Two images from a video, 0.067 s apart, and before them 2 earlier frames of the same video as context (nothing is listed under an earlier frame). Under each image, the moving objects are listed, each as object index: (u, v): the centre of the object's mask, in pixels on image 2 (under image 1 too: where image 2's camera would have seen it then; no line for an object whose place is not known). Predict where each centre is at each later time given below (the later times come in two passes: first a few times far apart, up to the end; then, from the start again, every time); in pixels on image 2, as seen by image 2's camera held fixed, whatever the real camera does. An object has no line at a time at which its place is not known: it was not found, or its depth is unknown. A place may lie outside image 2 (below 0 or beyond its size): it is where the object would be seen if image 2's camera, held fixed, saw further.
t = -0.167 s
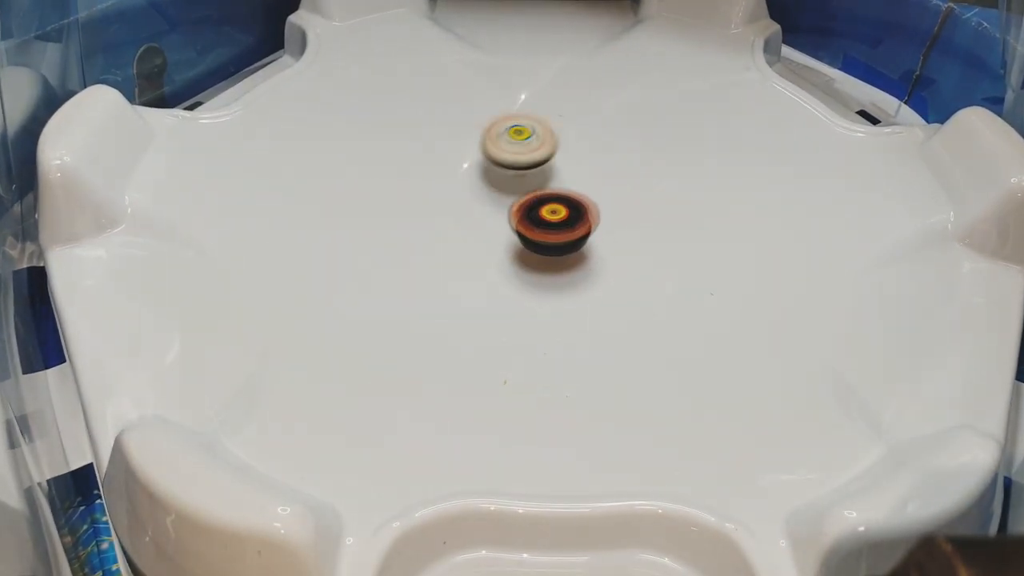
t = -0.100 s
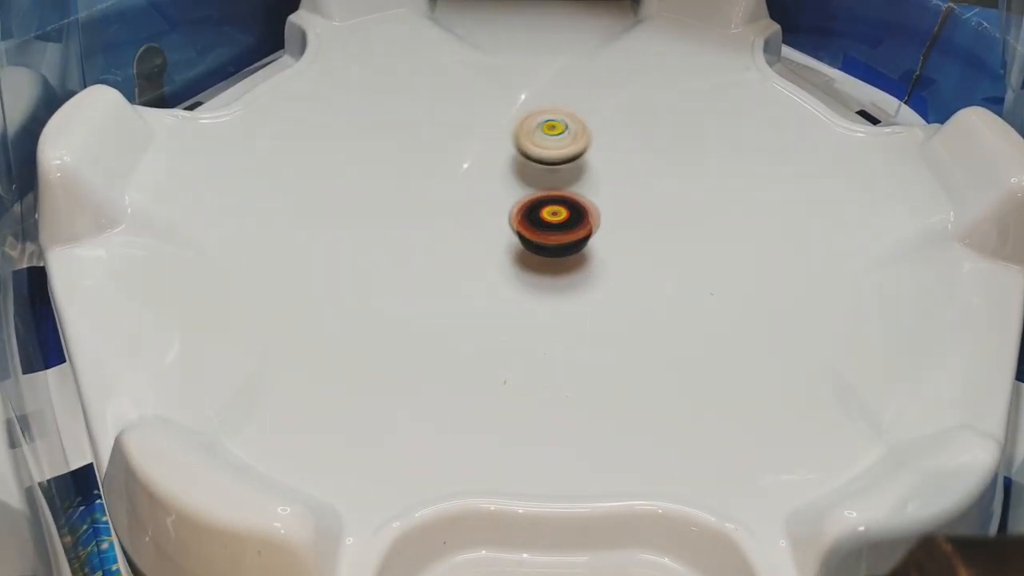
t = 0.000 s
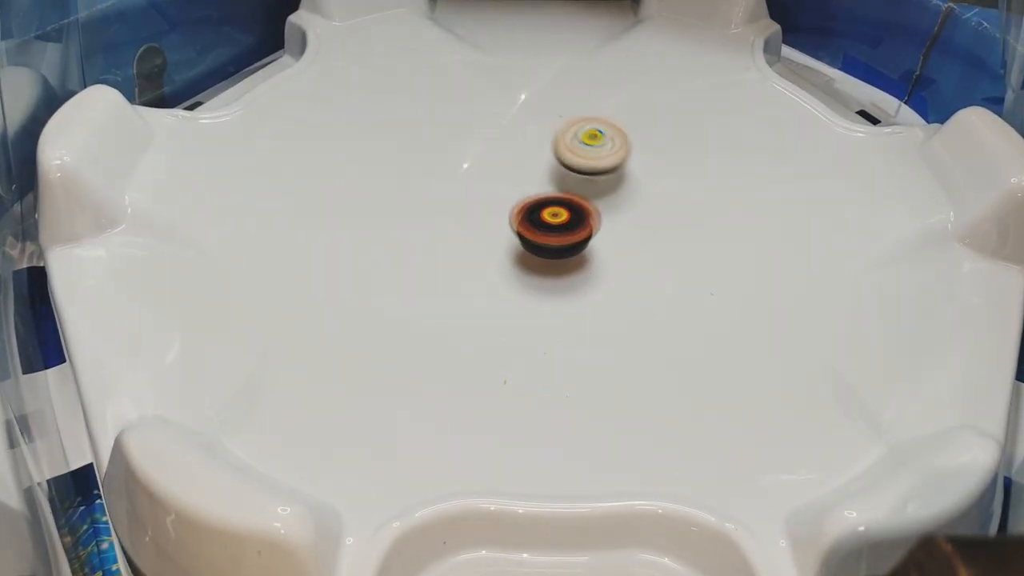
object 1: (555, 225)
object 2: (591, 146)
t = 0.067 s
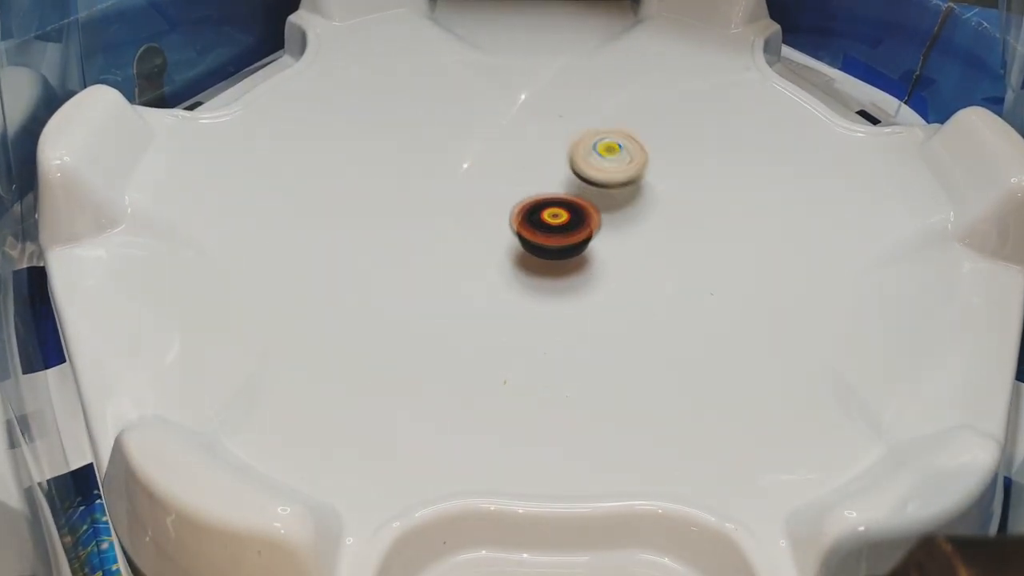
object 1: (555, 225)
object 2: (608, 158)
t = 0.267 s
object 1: (530, 250)
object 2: (663, 205)
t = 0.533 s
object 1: (529, 238)
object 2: (626, 258)
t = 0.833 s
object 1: (449, 212)
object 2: (646, 269)
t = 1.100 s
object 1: (480, 220)
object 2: (577, 211)
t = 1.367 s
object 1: (479, 214)
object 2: (615, 171)
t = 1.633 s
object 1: (472, 206)
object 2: (618, 205)
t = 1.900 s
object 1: (414, 186)
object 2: (709, 267)
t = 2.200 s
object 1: (472, 209)
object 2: (544, 278)
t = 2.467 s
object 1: (513, 171)
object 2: (487, 264)
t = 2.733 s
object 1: (555, 188)
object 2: (420, 212)
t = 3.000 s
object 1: (566, 212)
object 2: (454, 183)
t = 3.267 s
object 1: (581, 214)
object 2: (468, 211)
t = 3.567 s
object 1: (579, 213)
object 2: (480, 236)
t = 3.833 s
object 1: (584, 214)
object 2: (522, 259)
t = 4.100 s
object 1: (550, 222)
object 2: (483, 280)
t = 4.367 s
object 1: (535, 208)
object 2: (480, 251)
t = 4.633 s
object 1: (584, 157)
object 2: (461, 311)
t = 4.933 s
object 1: (557, 173)
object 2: (541, 292)
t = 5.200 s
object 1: (498, 167)
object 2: (610, 267)
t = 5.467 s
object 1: (452, 164)
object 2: (623, 260)
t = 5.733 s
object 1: (474, 187)
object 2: (546, 256)
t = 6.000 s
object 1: (484, 185)
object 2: (573, 282)
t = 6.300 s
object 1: (491, 198)
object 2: (569, 285)
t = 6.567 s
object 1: (472, 198)
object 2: (611, 228)
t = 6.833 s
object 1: (484, 205)
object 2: (632, 238)
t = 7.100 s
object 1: (510, 220)
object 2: (600, 253)
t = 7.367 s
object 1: (513, 217)
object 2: (577, 234)
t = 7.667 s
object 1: (471, 183)
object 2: (632, 250)
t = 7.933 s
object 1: (460, 166)
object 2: (595, 259)
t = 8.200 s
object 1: (498, 194)
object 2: (579, 271)
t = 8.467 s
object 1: (563, 179)
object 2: (581, 254)
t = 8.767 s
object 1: (561, 187)
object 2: (575, 256)
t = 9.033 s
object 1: (524, 184)
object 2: (579, 252)
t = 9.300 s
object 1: (544, 199)
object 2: (581, 252)
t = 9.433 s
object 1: (557, 194)
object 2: (573, 256)
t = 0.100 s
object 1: (554, 226)
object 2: (616, 168)
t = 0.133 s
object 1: (554, 227)
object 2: (622, 180)
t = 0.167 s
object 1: (551, 229)
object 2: (625, 190)
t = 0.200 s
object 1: (543, 238)
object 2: (640, 192)
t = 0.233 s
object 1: (535, 245)
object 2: (652, 197)
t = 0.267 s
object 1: (530, 250)
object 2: (663, 205)
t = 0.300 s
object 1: (524, 253)
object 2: (672, 210)
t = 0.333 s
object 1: (520, 254)
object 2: (676, 215)
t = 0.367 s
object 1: (518, 253)
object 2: (678, 221)
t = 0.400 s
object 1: (519, 252)
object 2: (678, 229)
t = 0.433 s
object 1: (522, 249)
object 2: (675, 237)
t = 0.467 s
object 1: (526, 245)
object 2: (660, 249)
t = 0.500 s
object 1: (528, 241)
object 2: (643, 255)
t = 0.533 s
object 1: (529, 238)
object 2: (626, 258)
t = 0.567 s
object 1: (502, 229)
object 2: (644, 260)
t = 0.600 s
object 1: (478, 220)
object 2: (658, 262)
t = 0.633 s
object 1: (468, 216)
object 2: (663, 262)
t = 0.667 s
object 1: (453, 210)
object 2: (668, 264)
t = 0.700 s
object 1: (446, 207)
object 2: (670, 266)
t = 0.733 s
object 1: (443, 206)
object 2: (670, 269)
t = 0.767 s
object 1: (444, 208)
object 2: (666, 270)
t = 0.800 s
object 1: (446, 210)
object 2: (657, 271)
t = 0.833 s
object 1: (449, 212)
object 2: (646, 269)
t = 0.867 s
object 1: (452, 214)
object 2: (635, 266)
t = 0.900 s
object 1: (455, 216)
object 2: (622, 261)
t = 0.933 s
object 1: (459, 217)
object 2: (611, 253)
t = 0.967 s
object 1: (462, 218)
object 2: (601, 245)
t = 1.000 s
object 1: (467, 219)
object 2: (593, 236)
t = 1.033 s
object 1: (471, 219)
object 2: (586, 228)
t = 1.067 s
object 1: (475, 220)
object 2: (581, 219)
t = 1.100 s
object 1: (480, 220)
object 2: (577, 211)
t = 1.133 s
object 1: (483, 220)
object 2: (573, 203)
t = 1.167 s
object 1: (477, 219)
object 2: (581, 196)
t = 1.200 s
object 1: (471, 217)
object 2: (589, 189)
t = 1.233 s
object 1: (470, 216)
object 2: (595, 183)
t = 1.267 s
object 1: (471, 214)
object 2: (600, 178)
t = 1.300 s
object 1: (473, 214)
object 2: (606, 174)
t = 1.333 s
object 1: (474, 214)
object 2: (609, 173)
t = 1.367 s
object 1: (479, 214)
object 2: (615, 171)
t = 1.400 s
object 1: (483, 215)
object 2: (619, 171)
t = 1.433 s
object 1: (489, 215)
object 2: (621, 174)
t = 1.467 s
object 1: (493, 217)
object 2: (622, 178)
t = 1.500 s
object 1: (497, 217)
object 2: (618, 184)
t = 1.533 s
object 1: (500, 218)
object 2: (611, 190)
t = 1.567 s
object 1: (502, 217)
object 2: (602, 196)
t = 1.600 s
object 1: (503, 216)
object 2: (590, 201)
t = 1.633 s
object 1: (472, 206)
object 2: (618, 205)
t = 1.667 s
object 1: (442, 196)
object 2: (651, 210)
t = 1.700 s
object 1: (421, 187)
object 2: (677, 218)
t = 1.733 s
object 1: (406, 182)
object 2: (695, 226)
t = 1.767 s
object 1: (401, 179)
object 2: (706, 235)
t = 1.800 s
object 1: (402, 179)
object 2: (711, 242)
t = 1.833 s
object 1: (405, 181)
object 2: (713, 251)
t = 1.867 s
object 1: (409, 183)
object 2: (713, 260)
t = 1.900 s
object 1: (414, 186)
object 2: (709, 267)
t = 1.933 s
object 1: (422, 191)
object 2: (697, 280)
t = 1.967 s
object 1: (425, 193)
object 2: (690, 283)
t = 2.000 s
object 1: (430, 195)
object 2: (675, 289)
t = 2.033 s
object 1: (435, 198)
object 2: (655, 293)
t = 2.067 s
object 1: (441, 200)
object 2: (633, 295)
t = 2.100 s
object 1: (448, 202)
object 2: (609, 295)
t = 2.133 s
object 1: (456, 205)
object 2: (585, 291)
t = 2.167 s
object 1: (464, 207)
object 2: (564, 286)
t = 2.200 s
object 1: (472, 209)
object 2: (544, 278)
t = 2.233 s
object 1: (480, 210)
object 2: (524, 269)
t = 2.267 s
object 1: (484, 200)
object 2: (521, 272)
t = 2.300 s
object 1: (485, 188)
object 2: (521, 277)
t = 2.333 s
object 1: (491, 180)
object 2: (519, 281)
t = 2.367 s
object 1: (498, 175)
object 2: (514, 280)
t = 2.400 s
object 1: (504, 172)
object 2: (507, 276)
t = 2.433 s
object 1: (509, 171)
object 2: (497, 271)
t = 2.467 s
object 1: (513, 171)
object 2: (487, 264)
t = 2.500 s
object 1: (517, 173)
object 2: (479, 256)
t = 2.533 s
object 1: (519, 175)
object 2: (473, 247)
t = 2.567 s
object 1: (521, 178)
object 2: (470, 236)
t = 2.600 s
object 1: (523, 180)
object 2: (468, 228)
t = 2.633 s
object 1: (527, 180)
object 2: (467, 219)
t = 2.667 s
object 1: (535, 181)
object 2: (446, 220)
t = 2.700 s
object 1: (547, 184)
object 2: (430, 217)
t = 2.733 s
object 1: (555, 188)
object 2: (420, 212)
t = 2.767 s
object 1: (562, 193)
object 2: (413, 209)
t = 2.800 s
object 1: (567, 197)
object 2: (409, 203)
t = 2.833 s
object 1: (570, 201)
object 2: (406, 198)
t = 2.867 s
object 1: (570, 205)
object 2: (408, 191)
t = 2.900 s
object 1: (570, 208)
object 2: (414, 185)
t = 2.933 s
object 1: (568, 210)
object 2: (424, 182)
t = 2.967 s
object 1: (567, 211)
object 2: (438, 182)
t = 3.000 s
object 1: (566, 212)
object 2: (454, 183)
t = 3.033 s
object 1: (565, 212)
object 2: (470, 188)
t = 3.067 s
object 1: (566, 213)
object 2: (485, 193)
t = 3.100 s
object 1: (577, 212)
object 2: (481, 195)
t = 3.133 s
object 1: (584, 211)
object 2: (476, 198)
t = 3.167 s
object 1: (585, 212)
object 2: (472, 203)
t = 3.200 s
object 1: (585, 213)
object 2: (472, 206)
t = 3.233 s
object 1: (583, 214)
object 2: (470, 210)
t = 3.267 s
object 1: (581, 214)
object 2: (468, 211)
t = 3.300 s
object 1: (579, 214)
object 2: (465, 214)
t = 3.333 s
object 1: (578, 214)
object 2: (464, 217)
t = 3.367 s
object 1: (578, 214)
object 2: (463, 219)
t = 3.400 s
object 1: (578, 215)
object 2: (463, 222)
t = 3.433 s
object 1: (578, 214)
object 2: (464, 224)
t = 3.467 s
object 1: (578, 214)
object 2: (467, 227)
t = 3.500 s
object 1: (578, 214)
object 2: (471, 229)
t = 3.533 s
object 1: (578, 213)
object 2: (475, 233)
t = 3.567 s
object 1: (579, 213)
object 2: (480, 236)
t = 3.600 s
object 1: (579, 213)
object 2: (486, 239)
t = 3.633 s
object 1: (579, 213)
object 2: (491, 242)
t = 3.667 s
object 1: (579, 213)
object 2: (497, 245)
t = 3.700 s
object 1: (580, 214)
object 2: (505, 248)
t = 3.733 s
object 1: (580, 214)
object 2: (512, 251)
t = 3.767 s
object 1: (581, 214)
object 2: (517, 254)
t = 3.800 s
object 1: (583, 214)
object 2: (519, 257)
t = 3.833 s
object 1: (584, 214)
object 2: (522, 259)
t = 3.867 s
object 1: (584, 215)
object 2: (524, 262)
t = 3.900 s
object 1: (582, 215)
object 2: (524, 264)
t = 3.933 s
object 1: (576, 215)
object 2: (519, 270)
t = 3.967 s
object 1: (570, 218)
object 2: (509, 277)
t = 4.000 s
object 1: (567, 218)
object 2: (505, 280)
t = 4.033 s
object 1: (560, 220)
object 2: (496, 281)
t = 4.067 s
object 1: (555, 222)
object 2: (490, 280)
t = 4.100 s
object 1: (550, 222)
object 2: (483, 280)
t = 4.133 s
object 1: (545, 221)
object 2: (477, 279)
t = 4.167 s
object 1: (542, 220)
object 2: (470, 278)
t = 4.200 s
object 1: (538, 219)
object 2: (465, 276)
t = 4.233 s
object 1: (536, 217)
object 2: (461, 271)
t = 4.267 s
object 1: (533, 216)
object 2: (461, 266)
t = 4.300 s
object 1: (532, 214)
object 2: (464, 261)
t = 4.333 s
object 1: (533, 212)
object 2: (472, 256)
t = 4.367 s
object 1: (535, 208)
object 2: (480, 251)
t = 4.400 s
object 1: (550, 189)
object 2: (469, 269)
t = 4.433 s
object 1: (567, 173)
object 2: (461, 283)
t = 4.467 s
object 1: (579, 161)
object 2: (458, 293)
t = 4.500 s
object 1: (585, 153)
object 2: (456, 301)
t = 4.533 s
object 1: (588, 151)
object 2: (456, 304)
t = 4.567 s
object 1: (587, 152)
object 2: (457, 307)
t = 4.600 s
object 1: (586, 154)
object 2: (458, 310)
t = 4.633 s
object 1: (584, 157)
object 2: (461, 311)
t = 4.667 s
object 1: (581, 160)
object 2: (466, 312)
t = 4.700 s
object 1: (577, 162)
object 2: (474, 314)
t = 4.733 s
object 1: (574, 164)
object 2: (482, 314)
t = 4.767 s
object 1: (570, 165)
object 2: (493, 313)
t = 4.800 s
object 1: (567, 167)
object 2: (504, 311)
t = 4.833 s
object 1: (564, 168)
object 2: (514, 307)
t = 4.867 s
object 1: (561, 169)
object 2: (524, 304)
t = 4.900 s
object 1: (559, 171)
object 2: (533, 298)
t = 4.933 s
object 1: (557, 173)
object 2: (541, 292)
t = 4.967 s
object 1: (555, 175)
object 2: (547, 286)
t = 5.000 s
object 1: (552, 179)
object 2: (554, 279)
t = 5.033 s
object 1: (550, 182)
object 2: (557, 271)
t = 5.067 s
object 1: (547, 186)
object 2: (561, 263)
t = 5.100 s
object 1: (545, 189)
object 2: (562, 255)
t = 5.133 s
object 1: (541, 191)
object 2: (562, 249)
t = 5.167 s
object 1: (521, 178)
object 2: (586, 258)
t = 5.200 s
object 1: (498, 167)
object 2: (610, 267)
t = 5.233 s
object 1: (478, 160)
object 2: (631, 268)
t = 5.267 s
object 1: (461, 156)
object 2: (648, 273)
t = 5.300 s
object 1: (450, 155)
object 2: (657, 272)
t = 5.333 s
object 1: (445, 155)
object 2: (659, 271)
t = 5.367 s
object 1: (444, 157)
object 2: (654, 266)
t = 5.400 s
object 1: (446, 158)
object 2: (644, 264)
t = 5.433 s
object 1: (449, 161)
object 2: (634, 261)
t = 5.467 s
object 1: (452, 164)
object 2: (623, 260)
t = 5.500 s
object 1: (454, 168)
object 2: (613, 258)
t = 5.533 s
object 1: (456, 170)
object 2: (602, 258)
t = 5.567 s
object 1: (459, 173)
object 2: (592, 259)
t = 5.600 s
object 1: (462, 176)
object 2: (583, 259)
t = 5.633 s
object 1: (464, 178)
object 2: (574, 259)
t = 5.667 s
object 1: (468, 181)
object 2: (564, 257)
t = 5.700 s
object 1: (471, 184)
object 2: (554, 258)
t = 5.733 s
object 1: (474, 187)
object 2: (546, 256)
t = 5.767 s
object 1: (477, 192)
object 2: (540, 257)
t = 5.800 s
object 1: (481, 195)
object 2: (537, 258)
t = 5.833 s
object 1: (484, 197)
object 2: (533, 258)
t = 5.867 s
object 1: (486, 199)
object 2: (531, 260)
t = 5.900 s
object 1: (484, 198)
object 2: (537, 261)
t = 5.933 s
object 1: (481, 193)
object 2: (551, 266)
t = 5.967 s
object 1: (482, 188)
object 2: (563, 281)
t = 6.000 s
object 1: (484, 185)
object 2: (573, 282)
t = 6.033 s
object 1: (487, 184)
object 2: (582, 287)
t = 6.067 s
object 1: (490, 185)
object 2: (588, 296)
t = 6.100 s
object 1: (491, 187)
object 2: (590, 294)
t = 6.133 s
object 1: (492, 189)
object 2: (588, 302)
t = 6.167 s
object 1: (492, 191)
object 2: (585, 302)
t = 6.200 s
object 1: (492, 192)
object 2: (583, 301)
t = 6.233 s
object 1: (492, 194)
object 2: (578, 295)
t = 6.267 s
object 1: (492, 196)
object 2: (573, 289)
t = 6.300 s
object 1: (491, 198)
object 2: (569, 285)
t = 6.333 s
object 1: (492, 200)
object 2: (563, 274)
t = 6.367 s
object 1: (492, 202)
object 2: (560, 269)
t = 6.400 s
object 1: (492, 202)
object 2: (557, 260)
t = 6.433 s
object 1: (492, 203)
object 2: (553, 246)
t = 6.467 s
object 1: (482, 201)
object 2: (569, 244)
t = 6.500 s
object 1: (474, 200)
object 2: (585, 240)
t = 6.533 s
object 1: (473, 198)
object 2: (598, 233)
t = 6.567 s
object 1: (472, 198)
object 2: (611, 228)
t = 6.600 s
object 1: (472, 199)
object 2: (622, 227)
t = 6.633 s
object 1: (472, 200)
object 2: (629, 228)
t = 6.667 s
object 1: (474, 201)
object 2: (633, 229)
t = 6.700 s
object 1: (475, 201)
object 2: (633, 229)
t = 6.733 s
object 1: (476, 202)
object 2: (633, 232)
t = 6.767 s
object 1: (480, 203)
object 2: (633, 234)
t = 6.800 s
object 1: (482, 204)
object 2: (633, 236)
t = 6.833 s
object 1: (484, 205)
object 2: (632, 238)
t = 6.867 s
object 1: (487, 207)
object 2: (631, 240)
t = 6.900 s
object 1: (492, 209)
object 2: (630, 241)
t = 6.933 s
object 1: (496, 210)
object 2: (628, 244)
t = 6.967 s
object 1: (499, 212)
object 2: (624, 246)
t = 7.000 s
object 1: (502, 215)
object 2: (620, 247)
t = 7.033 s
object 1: (505, 218)
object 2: (615, 251)
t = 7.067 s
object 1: (509, 219)
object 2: (609, 254)
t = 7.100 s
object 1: (510, 220)
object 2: (600, 253)
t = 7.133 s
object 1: (511, 222)
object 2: (592, 251)
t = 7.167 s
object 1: (510, 222)
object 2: (588, 250)
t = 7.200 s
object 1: (510, 220)
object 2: (584, 248)
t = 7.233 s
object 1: (509, 218)
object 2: (582, 245)
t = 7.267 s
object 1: (509, 217)
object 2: (578, 242)
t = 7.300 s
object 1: (510, 217)
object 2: (576, 239)
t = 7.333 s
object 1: (512, 216)
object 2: (576, 236)
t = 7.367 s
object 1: (513, 217)
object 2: (577, 234)
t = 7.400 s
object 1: (512, 218)
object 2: (580, 231)
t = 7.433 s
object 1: (512, 215)
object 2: (582, 228)
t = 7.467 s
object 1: (512, 214)
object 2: (583, 227)
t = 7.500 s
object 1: (512, 214)
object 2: (583, 227)
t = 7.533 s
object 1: (513, 213)
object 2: (583, 228)
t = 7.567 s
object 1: (507, 209)
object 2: (588, 231)
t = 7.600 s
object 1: (491, 199)
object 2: (607, 240)
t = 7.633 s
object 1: (482, 191)
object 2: (623, 244)
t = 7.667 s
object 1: (471, 183)
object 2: (632, 250)
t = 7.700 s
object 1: (464, 175)
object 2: (635, 255)
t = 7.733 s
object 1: (460, 172)
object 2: (638, 258)
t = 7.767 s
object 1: (459, 168)
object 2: (636, 258)
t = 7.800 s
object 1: (456, 166)
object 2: (632, 259)
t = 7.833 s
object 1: (455, 164)
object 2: (624, 258)
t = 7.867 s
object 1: (455, 165)
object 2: (616, 257)
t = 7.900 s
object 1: (456, 165)
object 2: (606, 258)
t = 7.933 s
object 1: (460, 166)
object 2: (595, 259)
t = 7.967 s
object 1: (463, 170)
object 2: (585, 261)
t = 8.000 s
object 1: (466, 175)
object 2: (580, 263)
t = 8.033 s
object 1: (468, 180)
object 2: (577, 265)
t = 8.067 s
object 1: (467, 184)
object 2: (577, 268)
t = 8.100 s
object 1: (471, 187)
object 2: (578, 270)
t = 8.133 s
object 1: (477, 190)
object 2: (580, 271)
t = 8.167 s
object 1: (485, 192)
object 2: (580, 271)
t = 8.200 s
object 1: (498, 194)
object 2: (579, 271)
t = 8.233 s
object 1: (512, 196)
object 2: (578, 269)
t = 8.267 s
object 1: (525, 196)
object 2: (576, 267)
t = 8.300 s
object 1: (536, 196)
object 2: (575, 264)
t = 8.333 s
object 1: (547, 193)
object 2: (575, 262)
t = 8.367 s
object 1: (556, 190)
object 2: (575, 260)
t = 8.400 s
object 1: (561, 186)
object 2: (576, 258)
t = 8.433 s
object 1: (563, 181)
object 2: (577, 257)
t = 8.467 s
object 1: (563, 179)
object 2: (581, 254)
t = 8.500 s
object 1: (563, 178)
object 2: (583, 252)
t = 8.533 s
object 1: (562, 176)
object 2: (586, 251)
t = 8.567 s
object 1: (561, 175)
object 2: (588, 250)
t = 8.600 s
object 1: (560, 175)
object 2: (589, 250)
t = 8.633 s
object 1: (562, 176)
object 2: (586, 251)
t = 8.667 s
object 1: (563, 178)
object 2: (584, 252)
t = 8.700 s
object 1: (564, 180)
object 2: (581, 253)
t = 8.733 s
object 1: (563, 184)
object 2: (578, 254)
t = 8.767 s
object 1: (561, 187)
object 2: (575, 256)
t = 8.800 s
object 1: (559, 189)
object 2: (575, 256)
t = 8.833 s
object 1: (552, 193)
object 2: (574, 257)
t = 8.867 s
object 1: (543, 195)
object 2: (574, 257)
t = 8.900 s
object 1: (534, 194)
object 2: (574, 258)
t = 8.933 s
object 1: (528, 191)
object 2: (574, 257)
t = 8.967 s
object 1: (525, 188)
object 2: (575, 256)
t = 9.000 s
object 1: (524, 186)
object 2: (576, 254)
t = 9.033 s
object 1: (524, 184)
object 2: (579, 252)
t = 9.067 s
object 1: (524, 183)
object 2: (581, 252)
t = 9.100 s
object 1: (524, 184)
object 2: (583, 251)
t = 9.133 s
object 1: (524, 186)
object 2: (584, 250)
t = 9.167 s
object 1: (525, 189)
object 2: (585, 250)
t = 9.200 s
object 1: (527, 192)
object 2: (585, 250)
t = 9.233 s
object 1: (532, 195)
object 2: (584, 250)
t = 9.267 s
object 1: (538, 198)
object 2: (583, 251)
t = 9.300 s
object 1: (544, 199)
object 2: (581, 252)
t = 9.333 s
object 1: (549, 198)
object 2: (579, 252)
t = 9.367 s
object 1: (551, 197)
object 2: (578, 253)
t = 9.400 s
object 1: (555, 195)
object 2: (575, 254)
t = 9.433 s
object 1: (557, 194)
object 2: (573, 256)
